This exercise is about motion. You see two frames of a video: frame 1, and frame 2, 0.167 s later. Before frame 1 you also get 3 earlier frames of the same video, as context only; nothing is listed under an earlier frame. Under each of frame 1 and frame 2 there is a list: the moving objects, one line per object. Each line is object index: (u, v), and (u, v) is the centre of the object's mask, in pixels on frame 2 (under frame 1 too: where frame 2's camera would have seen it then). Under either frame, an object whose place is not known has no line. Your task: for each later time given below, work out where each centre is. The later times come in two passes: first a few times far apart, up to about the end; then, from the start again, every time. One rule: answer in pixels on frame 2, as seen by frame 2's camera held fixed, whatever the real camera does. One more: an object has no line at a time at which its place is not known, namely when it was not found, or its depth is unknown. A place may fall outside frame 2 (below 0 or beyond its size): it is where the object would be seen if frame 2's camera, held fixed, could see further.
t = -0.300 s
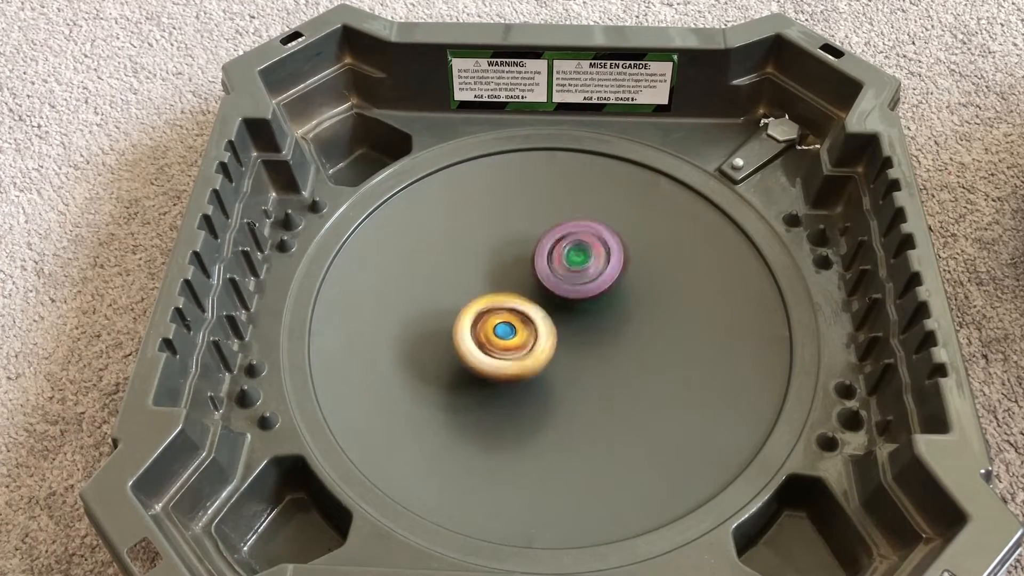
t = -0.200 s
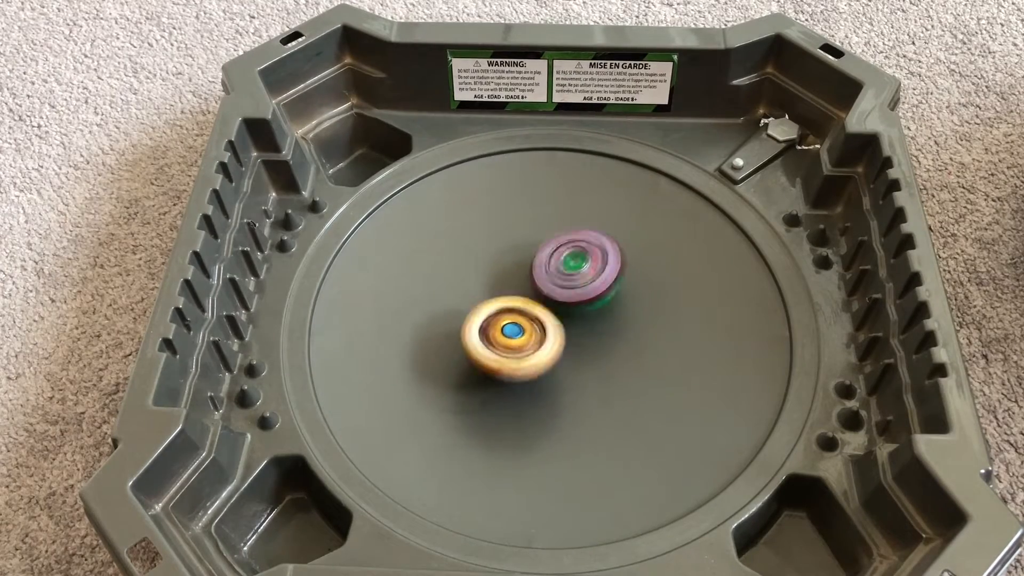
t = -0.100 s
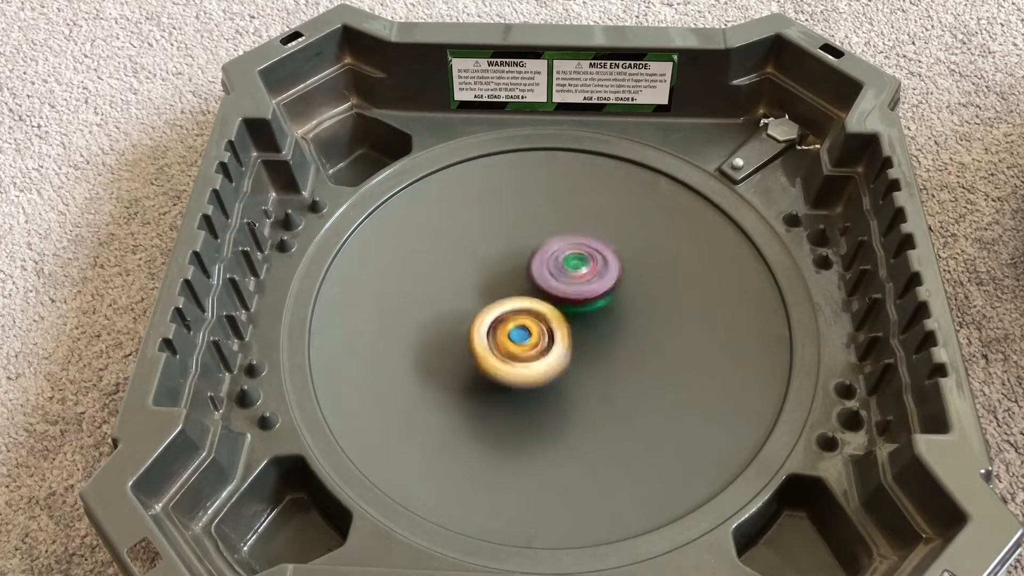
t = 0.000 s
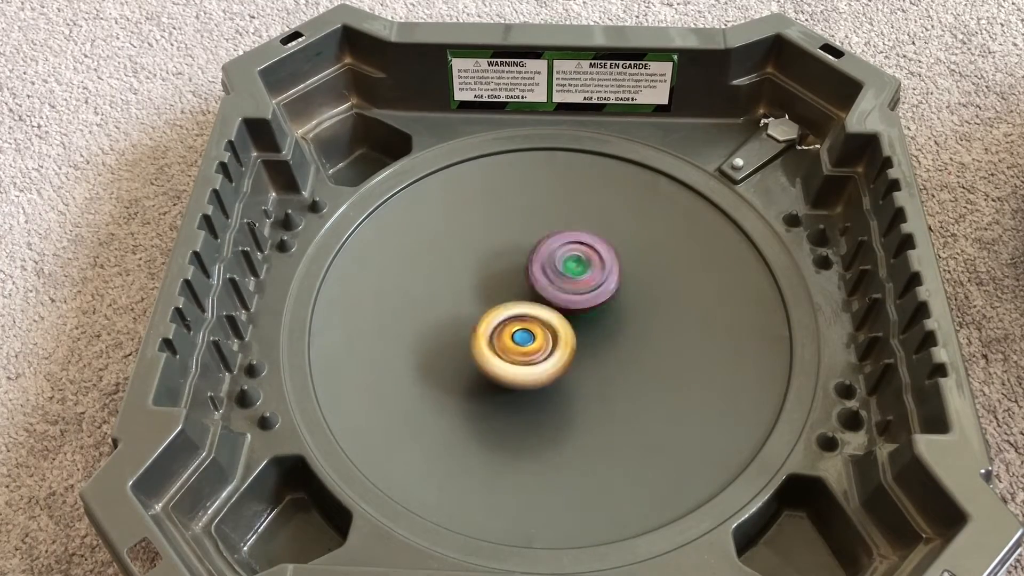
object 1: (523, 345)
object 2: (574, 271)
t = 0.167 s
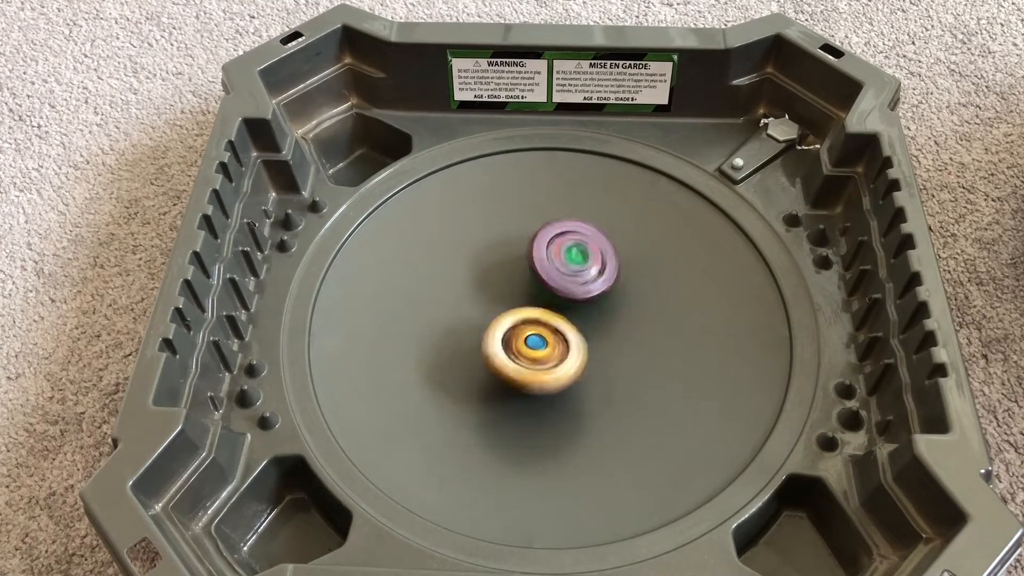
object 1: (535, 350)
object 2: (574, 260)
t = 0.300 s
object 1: (543, 346)
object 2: (569, 264)
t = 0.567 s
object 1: (548, 346)
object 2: (570, 260)
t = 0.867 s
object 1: (541, 347)
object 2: (578, 259)
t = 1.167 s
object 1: (533, 347)
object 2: (561, 265)
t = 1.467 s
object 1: (531, 333)
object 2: (555, 255)
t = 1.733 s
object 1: (534, 346)
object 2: (558, 265)
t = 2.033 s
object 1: (529, 347)
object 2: (555, 267)
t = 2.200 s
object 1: (542, 349)
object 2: (545, 267)
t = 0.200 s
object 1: (537, 350)
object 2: (572, 260)
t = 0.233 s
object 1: (537, 350)
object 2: (569, 260)
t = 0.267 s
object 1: (540, 350)
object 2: (568, 261)
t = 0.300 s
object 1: (543, 346)
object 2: (569, 264)
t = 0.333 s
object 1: (545, 343)
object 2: (570, 265)
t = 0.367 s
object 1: (545, 341)
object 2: (570, 265)
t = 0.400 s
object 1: (548, 342)
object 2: (570, 265)
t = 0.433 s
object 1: (550, 344)
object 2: (570, 264)
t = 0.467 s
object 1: (552, 343)
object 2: (570, 263)
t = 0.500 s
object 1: (549, 343)
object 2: (569, 264)
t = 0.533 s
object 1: (548, 345)
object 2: (570, 262)
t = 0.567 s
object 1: (548, 346)
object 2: (570, 260)
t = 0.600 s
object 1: (549, 347)
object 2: (570, 260)
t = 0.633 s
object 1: (549, 345)
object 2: (566, 260)
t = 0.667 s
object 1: (547, 343)
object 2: (564, 260)
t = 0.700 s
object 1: (546, 341)
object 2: (565, 261)
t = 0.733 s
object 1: (546, 339)
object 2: (566, 261)
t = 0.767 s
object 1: (546, 342)
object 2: (569, 258)
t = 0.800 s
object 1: (545, 346)
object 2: (572, 257)
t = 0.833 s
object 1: (544, 348)
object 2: (578, 254)
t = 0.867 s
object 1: (541, 347)
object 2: (578, 259)
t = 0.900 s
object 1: (537, 348)
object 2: (572, 262)
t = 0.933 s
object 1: (538, 349)
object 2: (569, 262)
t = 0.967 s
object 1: (538, 348)
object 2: (569, 266)
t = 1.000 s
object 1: (536, 347)
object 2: (568, 268)
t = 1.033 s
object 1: (535, 344)
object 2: (566, 268)
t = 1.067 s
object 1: (535, 343)
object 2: (566, 270)
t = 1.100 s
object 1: (536, 343)
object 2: (566, 269)
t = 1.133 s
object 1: (536, 342)
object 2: (561, 269)
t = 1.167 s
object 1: (533, 347)
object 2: (561, 265)
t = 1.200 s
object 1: (536, 347)
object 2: (559, 260)
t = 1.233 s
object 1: (537, 346)
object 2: (557, 258)
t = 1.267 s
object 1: (535, 345)
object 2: (557, 253)
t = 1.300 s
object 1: (531, 345)
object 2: (559, 249)
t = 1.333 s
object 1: (532, 344)
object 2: (559, 249)
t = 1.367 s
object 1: (535, 344)
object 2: (559, 249)
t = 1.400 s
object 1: (535, 341)
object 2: (556, 251)
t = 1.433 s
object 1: (533, 336)
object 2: (556, 254)
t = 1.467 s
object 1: (531, 333)
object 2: (555, 255)
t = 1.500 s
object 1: (529, 332)
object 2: (557, 257)
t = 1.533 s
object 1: (527, 336)
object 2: (556, 259)
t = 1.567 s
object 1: (527, 340)
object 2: (558, 259)
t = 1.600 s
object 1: (529, 342)
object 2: (560, 260)
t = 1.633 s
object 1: (532, 342)
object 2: (563, 263)
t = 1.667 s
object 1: (532, 341)
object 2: (564, 263)
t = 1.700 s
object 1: (531, 343)
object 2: (562, 264)
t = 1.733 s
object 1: (534, 346)
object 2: (558, 265)
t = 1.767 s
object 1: (534, 346)
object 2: (554, 266)
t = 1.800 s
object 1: (533, 347)
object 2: (554, 265)
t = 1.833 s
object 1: (533, 346)
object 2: (556, 266)
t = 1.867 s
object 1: (531, 346)
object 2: (556, 265)
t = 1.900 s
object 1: (528, 346)
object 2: (558, 266)
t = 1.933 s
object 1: (527, 343)
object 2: (558, 266)
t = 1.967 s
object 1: (526, 345)
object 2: (559, 267)
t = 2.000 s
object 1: (525, 347)
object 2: (558, 266)
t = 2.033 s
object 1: (529, 347)
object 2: (555, 267)
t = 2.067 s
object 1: (532, 346)
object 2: (553, 267)
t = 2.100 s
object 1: (533, 348)
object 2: (549, 269)
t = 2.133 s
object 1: (539, 351)
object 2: (546, 267)
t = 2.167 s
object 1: (542, 349)
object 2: (544, 269)
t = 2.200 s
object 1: (542, 349)
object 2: (545, 267)
